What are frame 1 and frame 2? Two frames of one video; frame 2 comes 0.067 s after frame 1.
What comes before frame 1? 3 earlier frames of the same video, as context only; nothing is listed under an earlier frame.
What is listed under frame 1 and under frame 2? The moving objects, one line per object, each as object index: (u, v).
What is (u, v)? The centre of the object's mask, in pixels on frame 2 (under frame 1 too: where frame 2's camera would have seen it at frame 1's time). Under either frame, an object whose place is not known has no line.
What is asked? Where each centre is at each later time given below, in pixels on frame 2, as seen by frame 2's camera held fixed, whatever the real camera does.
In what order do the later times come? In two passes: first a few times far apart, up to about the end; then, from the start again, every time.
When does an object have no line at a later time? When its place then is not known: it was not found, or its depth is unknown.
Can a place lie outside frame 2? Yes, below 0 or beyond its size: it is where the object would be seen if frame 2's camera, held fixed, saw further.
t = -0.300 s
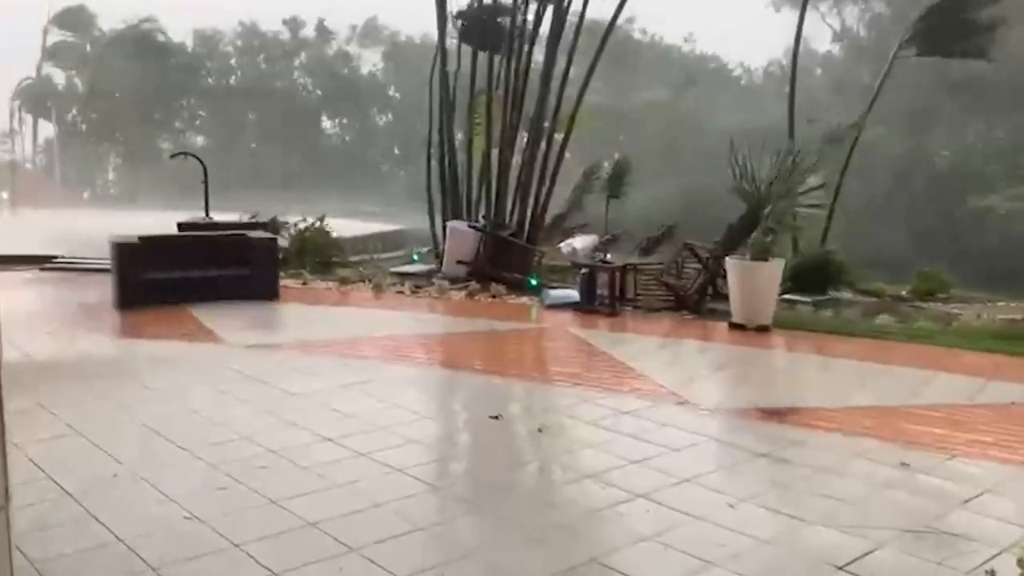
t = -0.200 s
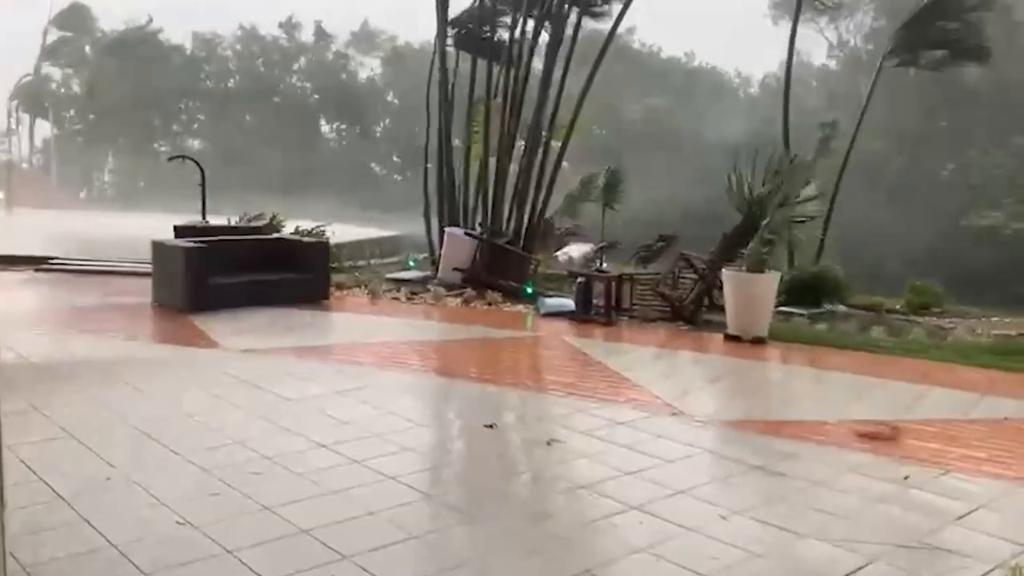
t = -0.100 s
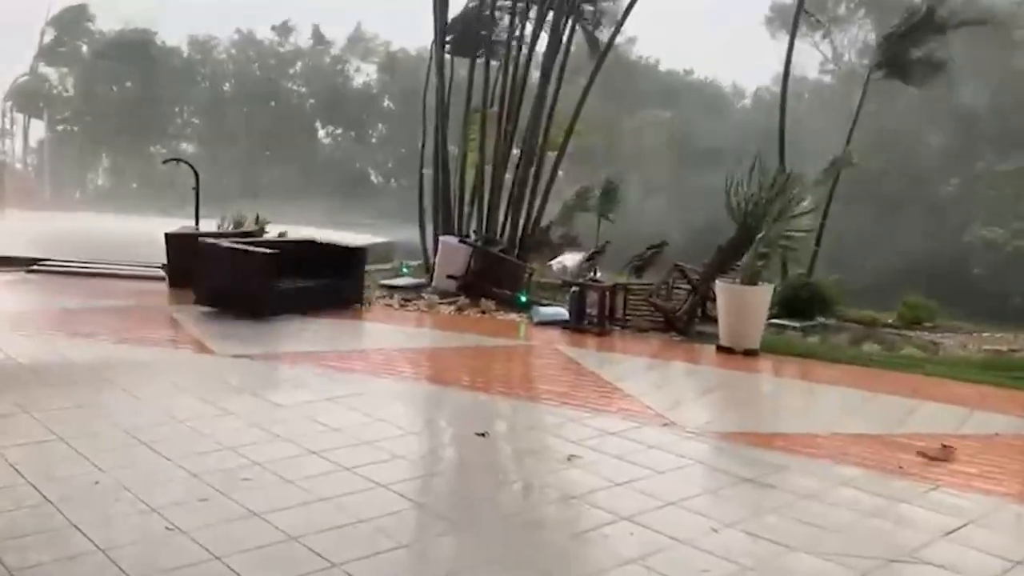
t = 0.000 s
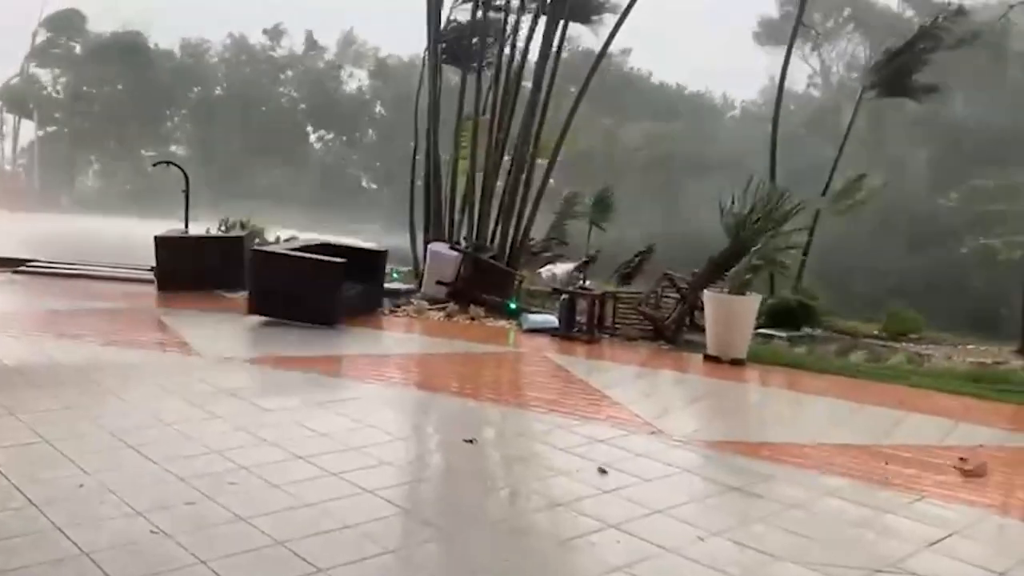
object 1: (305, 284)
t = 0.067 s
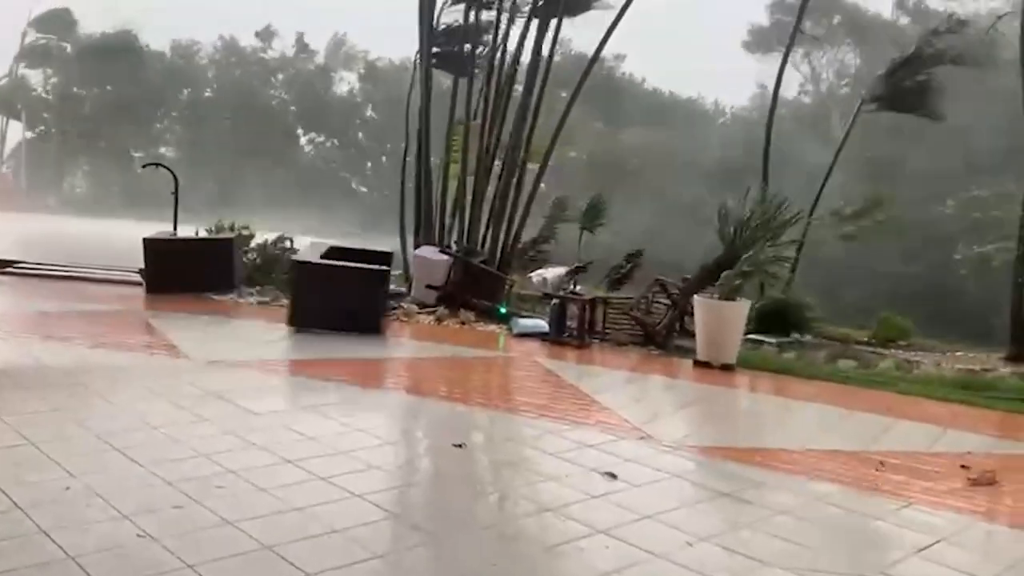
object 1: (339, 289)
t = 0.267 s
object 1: (451, 301)
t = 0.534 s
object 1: (537, 302)
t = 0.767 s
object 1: (598, 312)
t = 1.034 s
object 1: (599, 319)
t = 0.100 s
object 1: (362, 292)
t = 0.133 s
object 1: (382, 295)
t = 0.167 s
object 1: (400, 296)
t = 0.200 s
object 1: (420, 296)
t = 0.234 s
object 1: (434, 297)
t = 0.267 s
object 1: (451, 301)
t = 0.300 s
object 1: (469, 301)
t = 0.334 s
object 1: (485, 303)
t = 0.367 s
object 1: (494, 302)
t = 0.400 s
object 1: (500, 302)
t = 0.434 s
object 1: (510, 301)
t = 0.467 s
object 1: (518, 301)
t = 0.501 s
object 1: (527, 301)
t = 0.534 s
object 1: (537, 302)
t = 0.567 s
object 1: (546, 302)
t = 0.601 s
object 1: (558, 304)
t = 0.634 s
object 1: (567, 305)
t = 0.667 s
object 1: (575, 307)
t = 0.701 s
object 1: (585, 309)
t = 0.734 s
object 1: (595, 311)
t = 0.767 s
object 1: (598, 312)
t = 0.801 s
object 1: (599, 311)
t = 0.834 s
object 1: (599, 312)
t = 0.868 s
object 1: (598, 312)
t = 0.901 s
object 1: (596, 312)
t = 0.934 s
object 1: (597, 314)
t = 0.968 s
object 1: (596, 315)
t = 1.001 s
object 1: (598, 317)
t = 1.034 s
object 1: (599, 319)
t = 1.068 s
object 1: (600, 321)
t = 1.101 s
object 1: (602, 321)
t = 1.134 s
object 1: (603, 324)
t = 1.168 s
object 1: (601, 322)
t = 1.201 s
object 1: (603, 323)
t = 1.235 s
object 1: (603, 323)
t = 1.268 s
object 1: (604, 325)
